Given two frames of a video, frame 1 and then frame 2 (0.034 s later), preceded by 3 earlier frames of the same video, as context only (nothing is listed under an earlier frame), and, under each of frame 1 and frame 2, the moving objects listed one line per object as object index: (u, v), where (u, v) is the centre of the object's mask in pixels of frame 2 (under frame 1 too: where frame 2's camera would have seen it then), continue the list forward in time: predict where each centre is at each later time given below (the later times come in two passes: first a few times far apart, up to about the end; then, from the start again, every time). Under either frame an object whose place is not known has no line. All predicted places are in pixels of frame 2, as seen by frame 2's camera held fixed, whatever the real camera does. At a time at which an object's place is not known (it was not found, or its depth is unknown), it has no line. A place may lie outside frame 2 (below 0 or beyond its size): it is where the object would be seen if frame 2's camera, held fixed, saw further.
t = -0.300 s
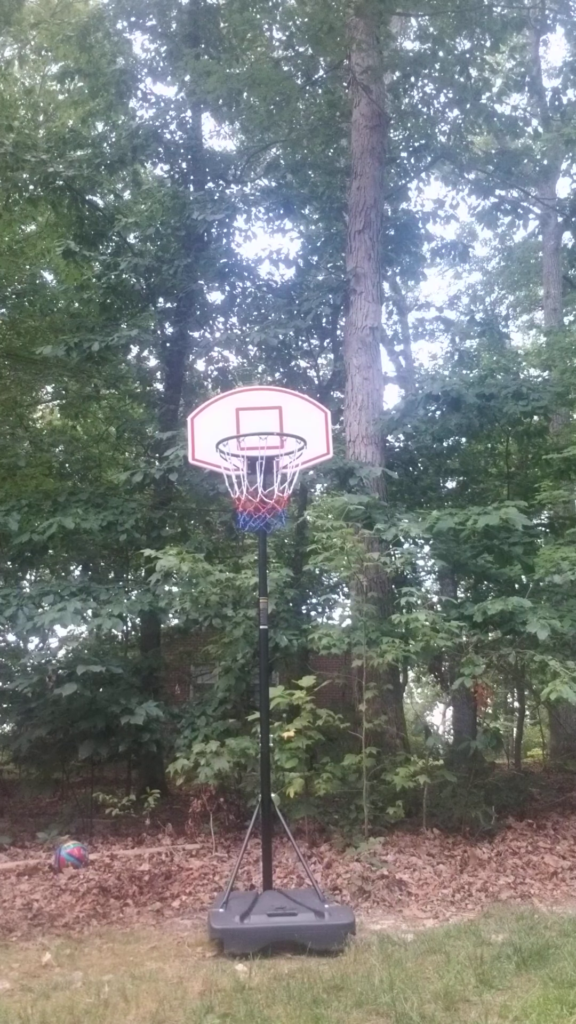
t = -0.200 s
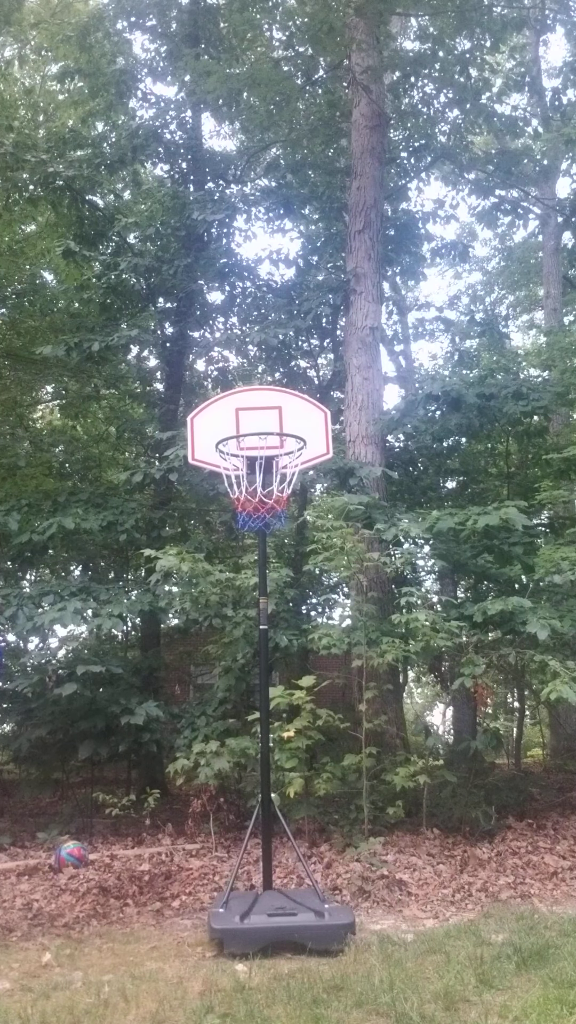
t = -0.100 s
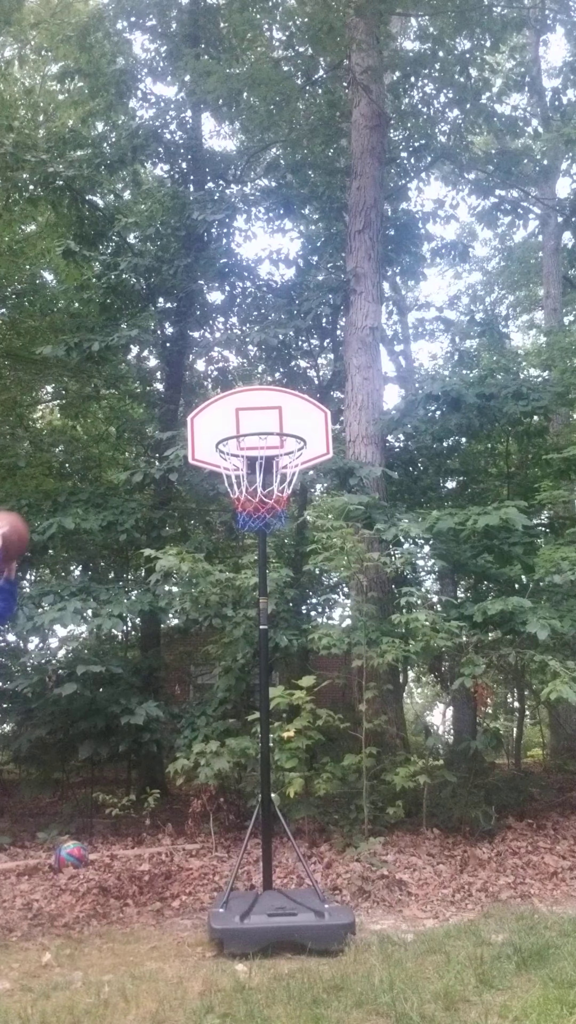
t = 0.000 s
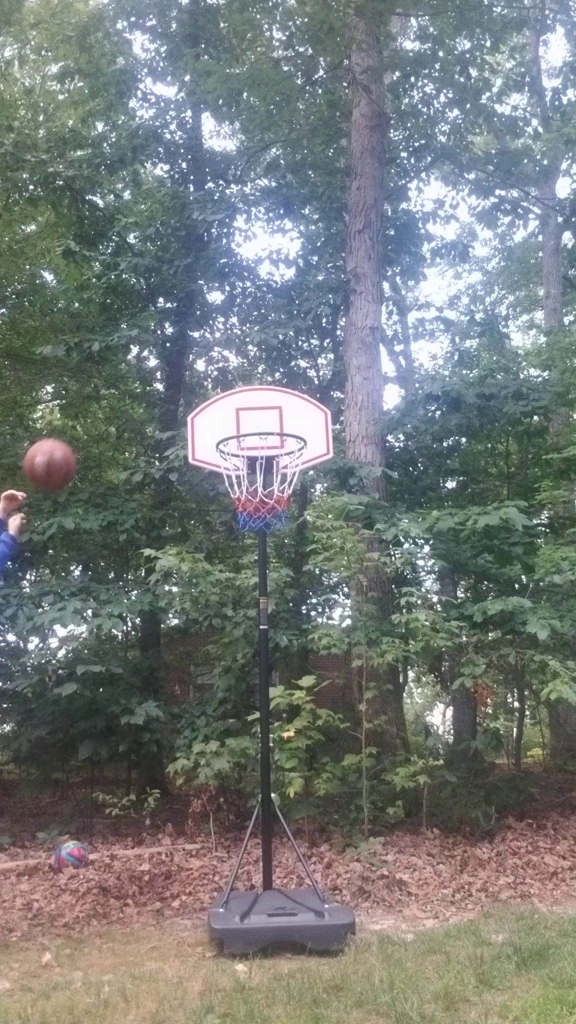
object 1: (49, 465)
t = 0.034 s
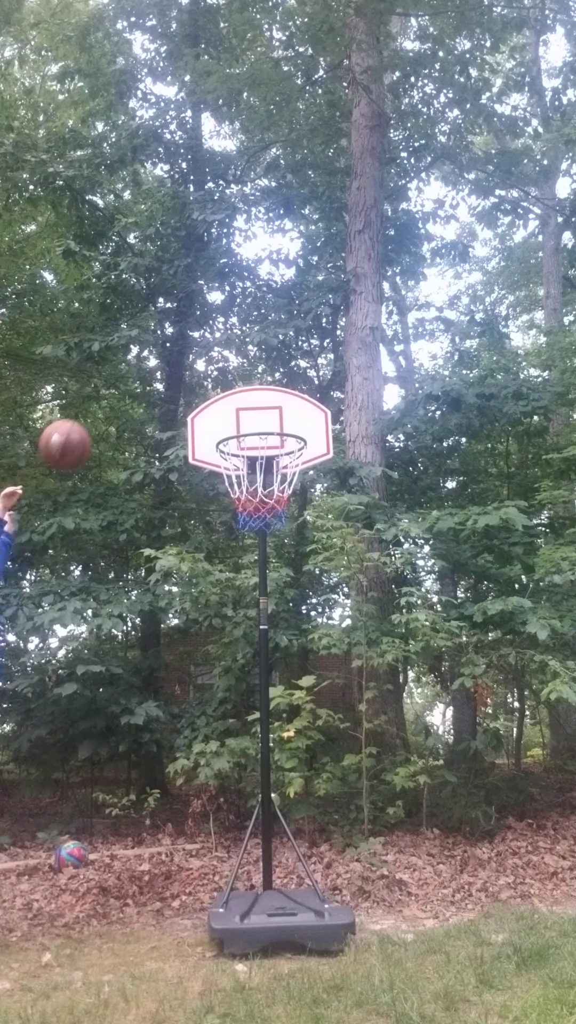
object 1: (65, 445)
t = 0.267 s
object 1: (161, 373)
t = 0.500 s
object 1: (248, 400)
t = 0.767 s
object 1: (267, 477)
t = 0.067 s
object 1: (80, 428)
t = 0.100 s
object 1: (95, 413)
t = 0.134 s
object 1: (108, 401)
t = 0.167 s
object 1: (122, 391)
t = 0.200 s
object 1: (135, 383)
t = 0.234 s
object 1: (148, 377)
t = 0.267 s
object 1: (161, 373)
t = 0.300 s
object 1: (174, 371)
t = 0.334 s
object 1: (186, 371)
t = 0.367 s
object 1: (198, 372)
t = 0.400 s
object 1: (211, 376)
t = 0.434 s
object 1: (223, 382)
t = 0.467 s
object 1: (236, 390)
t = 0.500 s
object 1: (248, 400)
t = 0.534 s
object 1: (261, 411)
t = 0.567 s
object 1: (273, 426)
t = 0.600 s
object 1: (279, 437)
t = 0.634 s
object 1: (277, 441)
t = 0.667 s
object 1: (274, 447)
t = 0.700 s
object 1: (272, 454)
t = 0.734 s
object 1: (270, 461)
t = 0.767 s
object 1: (267, 477)
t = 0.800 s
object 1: (265, 489)
